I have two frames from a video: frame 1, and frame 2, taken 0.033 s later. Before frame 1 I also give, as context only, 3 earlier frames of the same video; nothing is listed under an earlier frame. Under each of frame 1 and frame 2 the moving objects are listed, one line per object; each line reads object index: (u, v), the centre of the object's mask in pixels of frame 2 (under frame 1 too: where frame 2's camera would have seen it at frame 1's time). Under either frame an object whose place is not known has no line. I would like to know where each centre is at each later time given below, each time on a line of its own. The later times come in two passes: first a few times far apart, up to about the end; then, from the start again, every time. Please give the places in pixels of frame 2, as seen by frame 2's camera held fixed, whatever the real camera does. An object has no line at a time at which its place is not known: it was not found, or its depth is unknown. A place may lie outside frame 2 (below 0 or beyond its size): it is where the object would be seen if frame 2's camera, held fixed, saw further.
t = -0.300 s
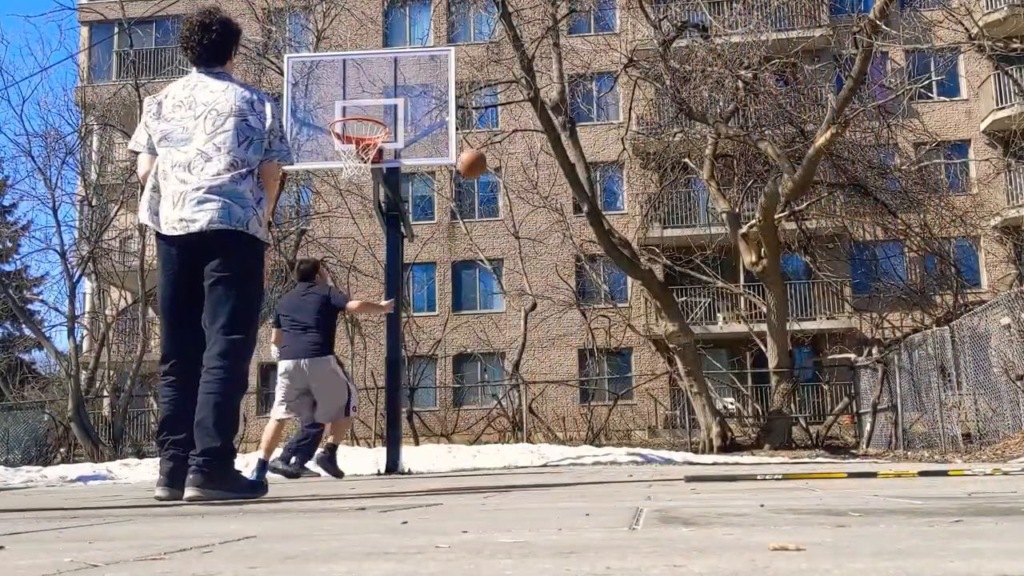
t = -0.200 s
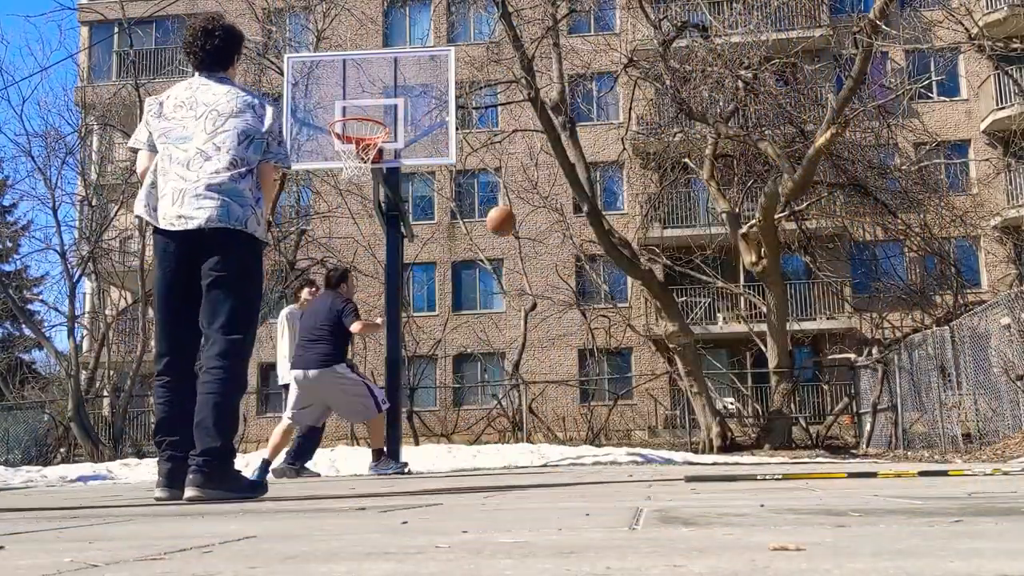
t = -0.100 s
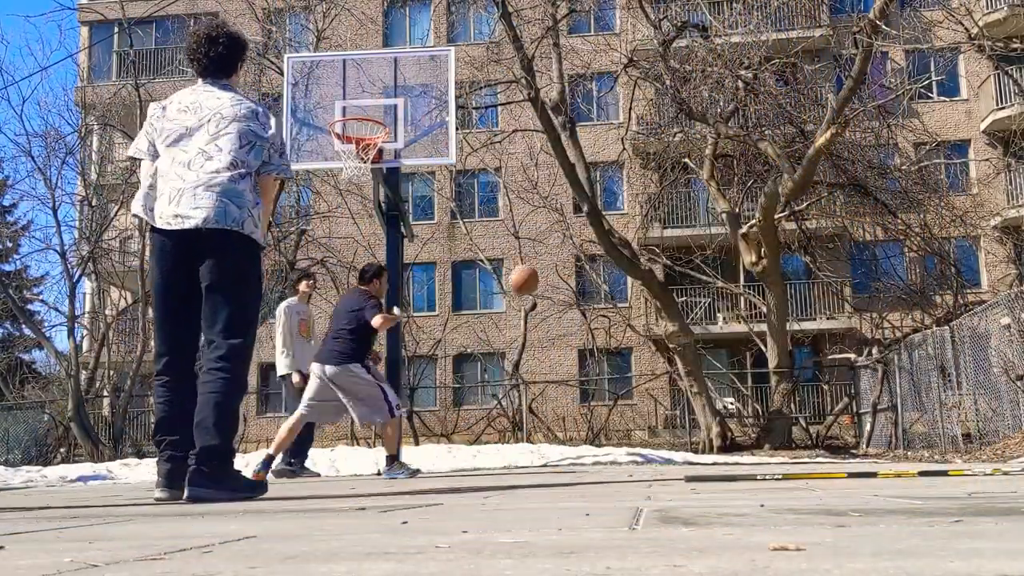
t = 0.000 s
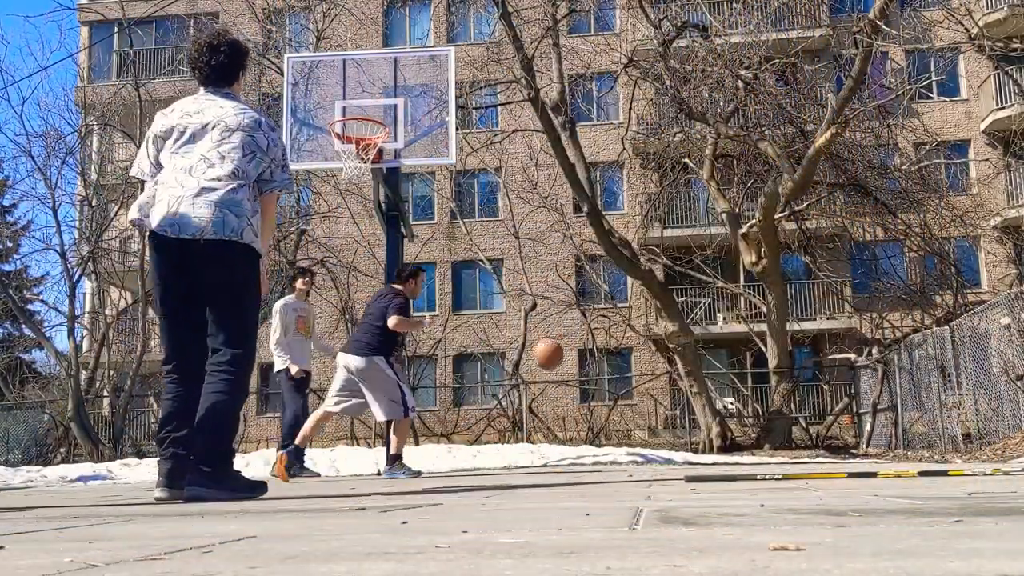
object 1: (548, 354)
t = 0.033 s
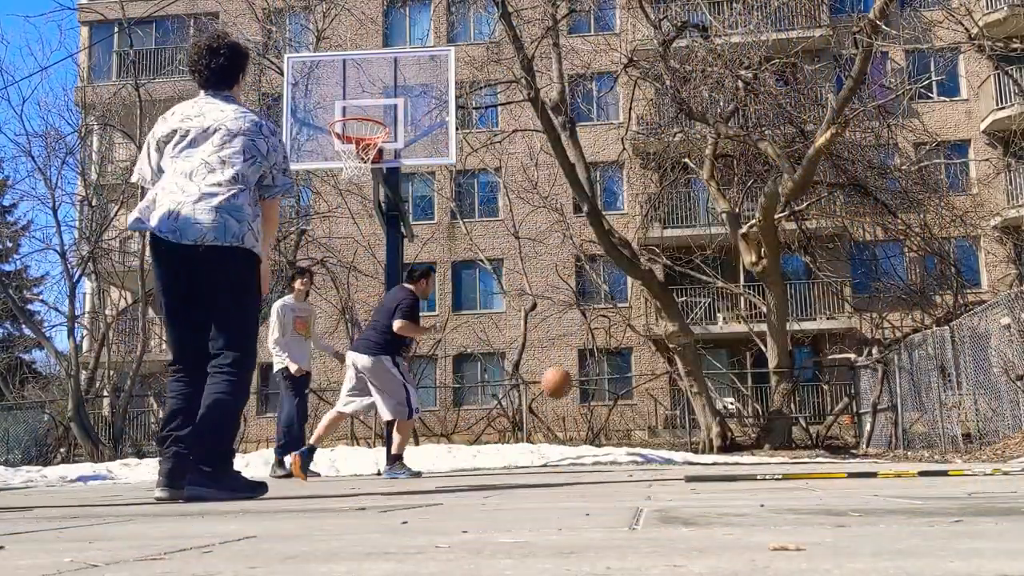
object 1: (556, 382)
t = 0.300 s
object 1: (608, 323)
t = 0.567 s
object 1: (659, 202)
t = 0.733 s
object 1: (696, 167)
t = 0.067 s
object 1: (565, 413)
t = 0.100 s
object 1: (574, 446)
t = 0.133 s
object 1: (581, 441)
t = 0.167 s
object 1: (586, 415)
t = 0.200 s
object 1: (591, 390)
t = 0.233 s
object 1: (597, 366)
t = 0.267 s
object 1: (602, 344)
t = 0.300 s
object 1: (608, 323)
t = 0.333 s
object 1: (613, 304)
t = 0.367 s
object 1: (620, 285)
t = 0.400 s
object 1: (626, 268)
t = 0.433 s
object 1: (631, 252)
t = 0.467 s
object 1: (639, 238)
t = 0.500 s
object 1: (645, 224)
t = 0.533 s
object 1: (652, 213)
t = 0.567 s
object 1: (659, 202)
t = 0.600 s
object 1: (666, 191)
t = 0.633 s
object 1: (673, 184)
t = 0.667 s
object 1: (681, 177)
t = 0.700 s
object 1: (687, 172)
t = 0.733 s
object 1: (696, 167)
